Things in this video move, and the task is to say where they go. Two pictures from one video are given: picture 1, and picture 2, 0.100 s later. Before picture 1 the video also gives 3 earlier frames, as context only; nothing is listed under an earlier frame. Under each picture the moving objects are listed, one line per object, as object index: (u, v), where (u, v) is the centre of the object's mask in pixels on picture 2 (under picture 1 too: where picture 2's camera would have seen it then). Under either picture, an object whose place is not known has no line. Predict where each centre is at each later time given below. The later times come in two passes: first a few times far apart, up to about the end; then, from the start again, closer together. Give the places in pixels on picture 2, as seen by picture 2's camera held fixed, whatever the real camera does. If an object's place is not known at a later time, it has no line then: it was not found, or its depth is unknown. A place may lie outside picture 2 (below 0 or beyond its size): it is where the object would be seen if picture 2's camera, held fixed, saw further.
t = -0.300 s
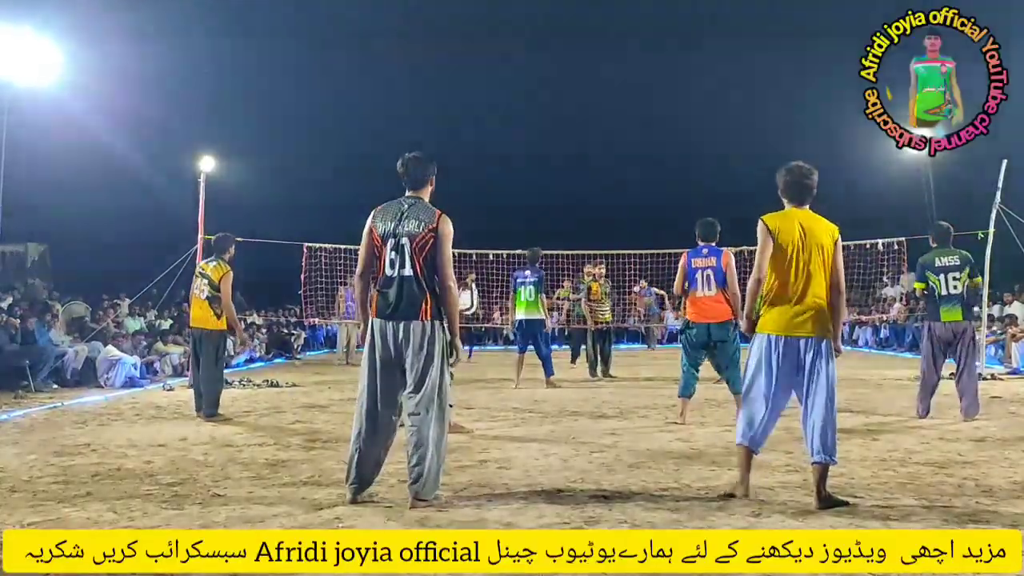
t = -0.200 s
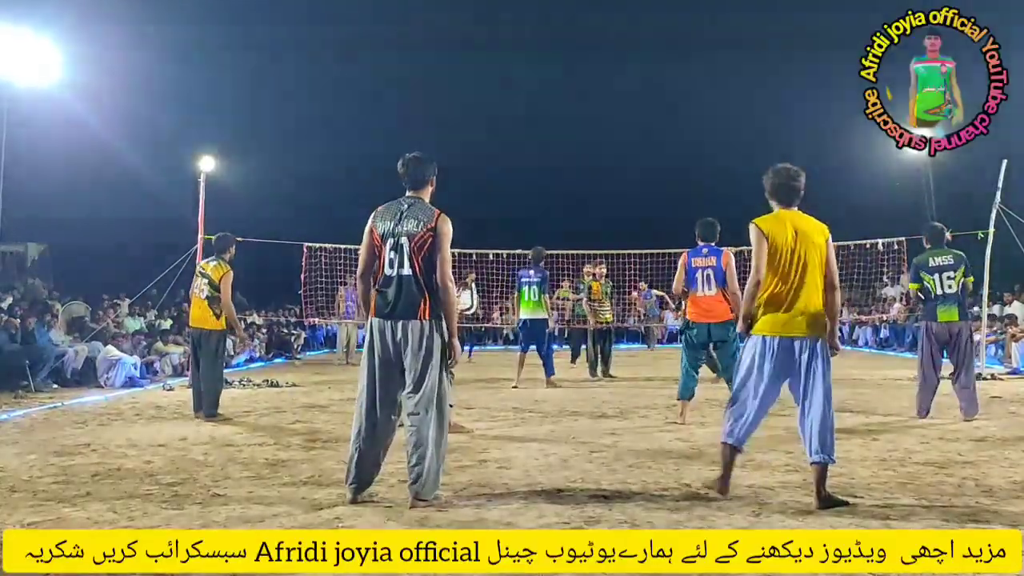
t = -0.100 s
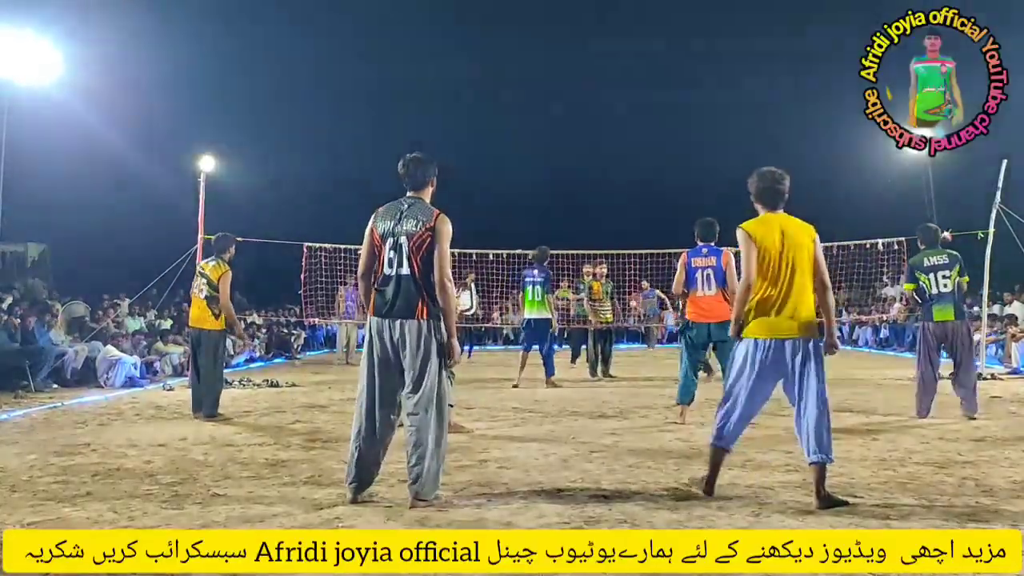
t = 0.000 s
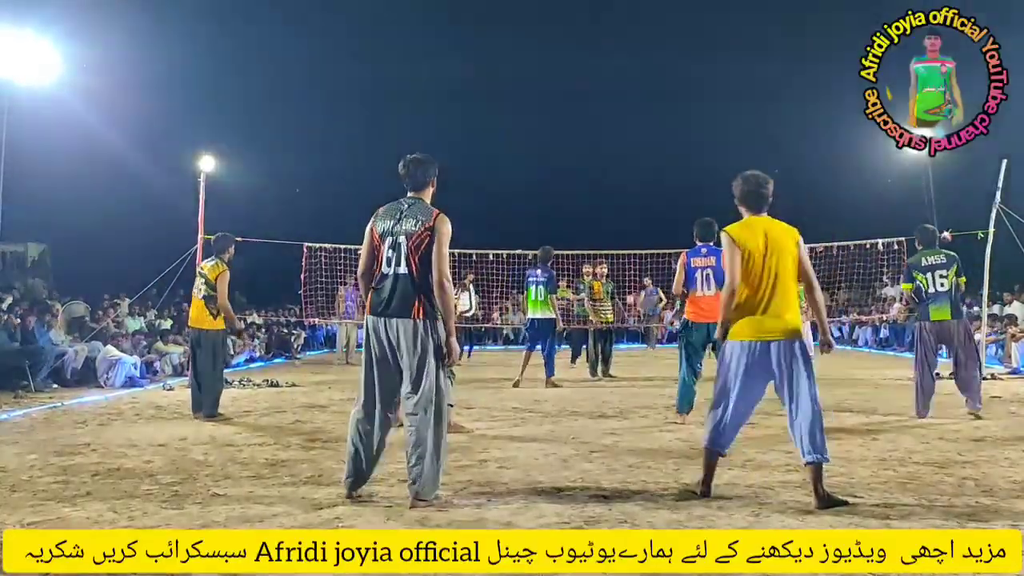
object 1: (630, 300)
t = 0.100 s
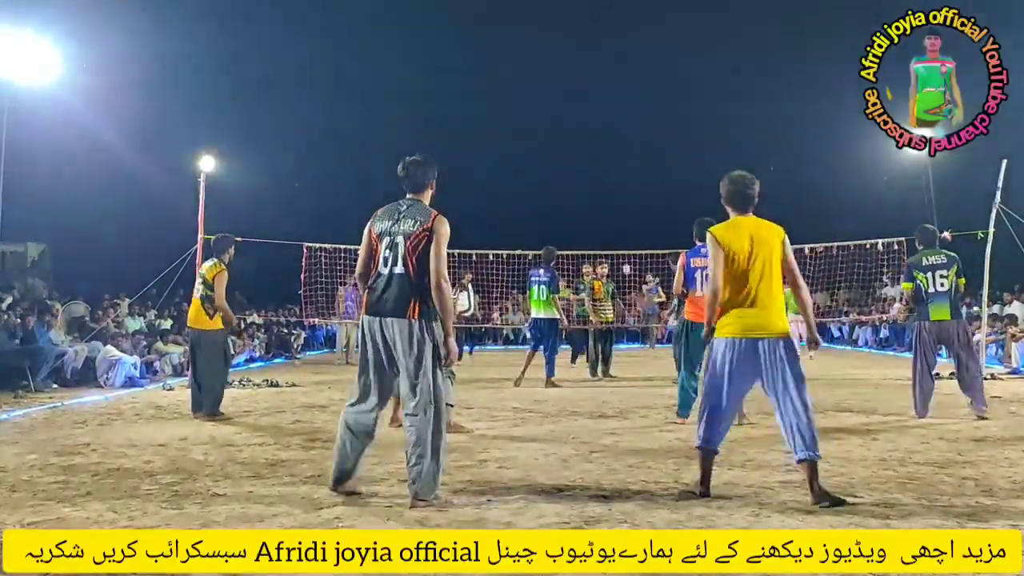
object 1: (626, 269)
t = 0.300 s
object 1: (615, 210)
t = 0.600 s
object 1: (582, 133)
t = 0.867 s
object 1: (528, 90)
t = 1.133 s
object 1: (429, 100)
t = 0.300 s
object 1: (615, 210)
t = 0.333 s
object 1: (612, 201)
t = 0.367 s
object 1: (610, 192)
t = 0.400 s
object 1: (607, 183)
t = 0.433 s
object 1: (604, 174)
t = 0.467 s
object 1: (600, 165)
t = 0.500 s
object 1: (596, 157)
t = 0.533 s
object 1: (592, 149)
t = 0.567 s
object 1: (587, 141)
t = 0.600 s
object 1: (582, 133)
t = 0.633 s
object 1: (577, 126)
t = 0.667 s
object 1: (572, 120)
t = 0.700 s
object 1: (565, 113)
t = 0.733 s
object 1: (559, 107)
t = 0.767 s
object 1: (552, 102)
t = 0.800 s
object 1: (545, 97)
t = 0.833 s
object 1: (537, 93)
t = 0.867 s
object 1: (528, 90)
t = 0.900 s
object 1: (519, 87)
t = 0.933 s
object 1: (509, 85)
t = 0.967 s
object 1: (498, 85)
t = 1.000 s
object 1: (487, 85)
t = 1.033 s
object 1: (474, 86)
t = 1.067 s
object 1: (460, 90)
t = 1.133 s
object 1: (429, 100)
